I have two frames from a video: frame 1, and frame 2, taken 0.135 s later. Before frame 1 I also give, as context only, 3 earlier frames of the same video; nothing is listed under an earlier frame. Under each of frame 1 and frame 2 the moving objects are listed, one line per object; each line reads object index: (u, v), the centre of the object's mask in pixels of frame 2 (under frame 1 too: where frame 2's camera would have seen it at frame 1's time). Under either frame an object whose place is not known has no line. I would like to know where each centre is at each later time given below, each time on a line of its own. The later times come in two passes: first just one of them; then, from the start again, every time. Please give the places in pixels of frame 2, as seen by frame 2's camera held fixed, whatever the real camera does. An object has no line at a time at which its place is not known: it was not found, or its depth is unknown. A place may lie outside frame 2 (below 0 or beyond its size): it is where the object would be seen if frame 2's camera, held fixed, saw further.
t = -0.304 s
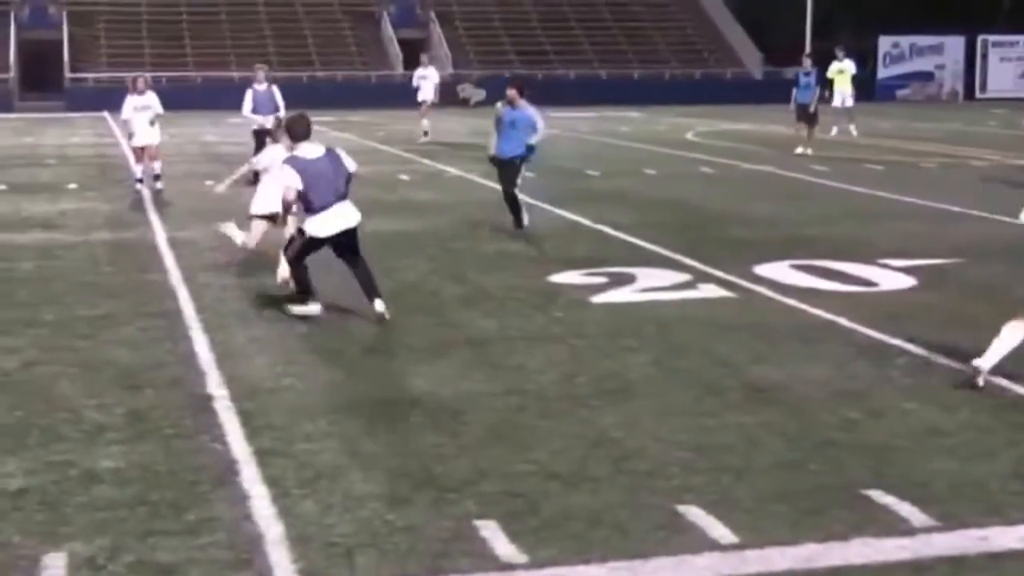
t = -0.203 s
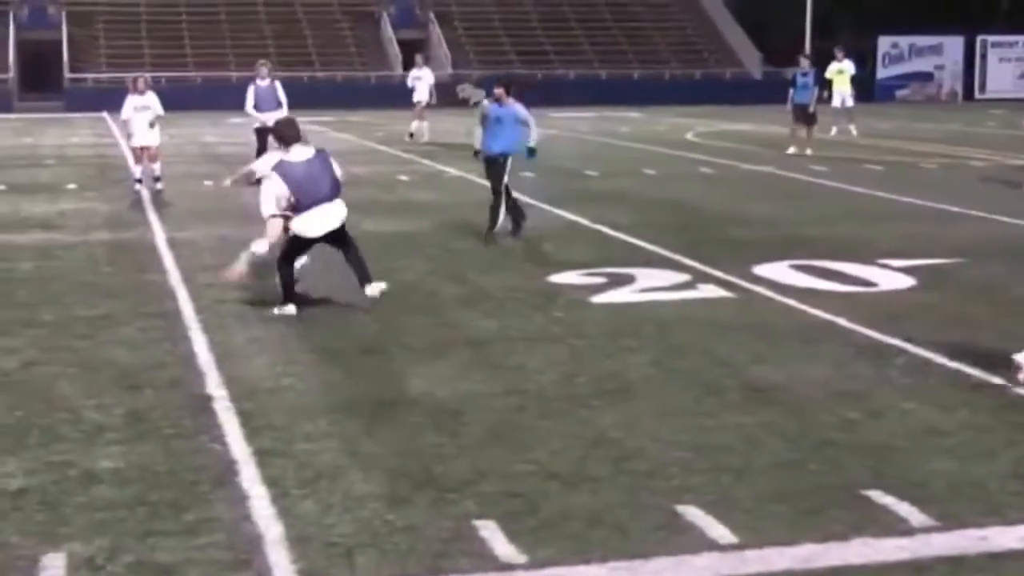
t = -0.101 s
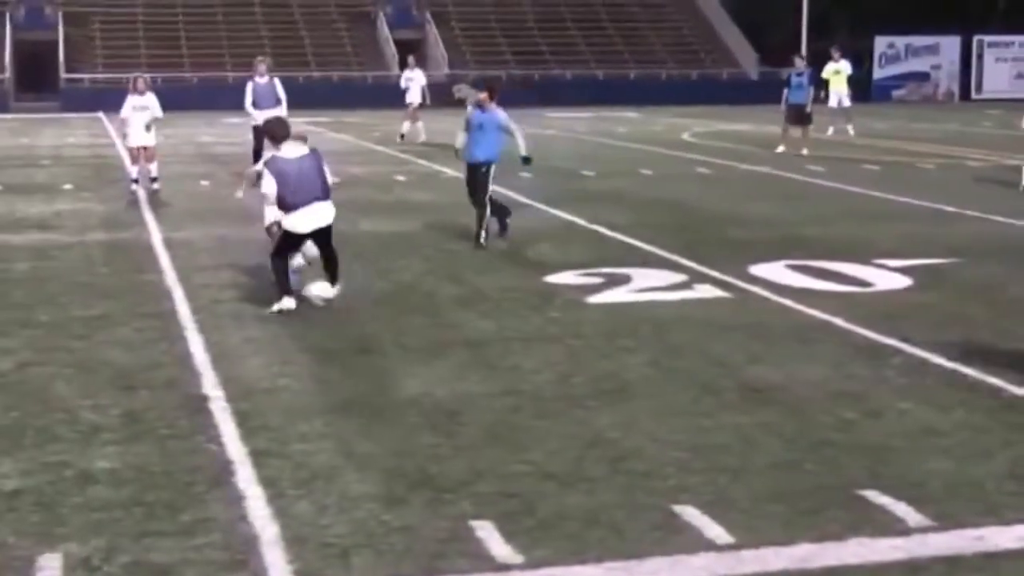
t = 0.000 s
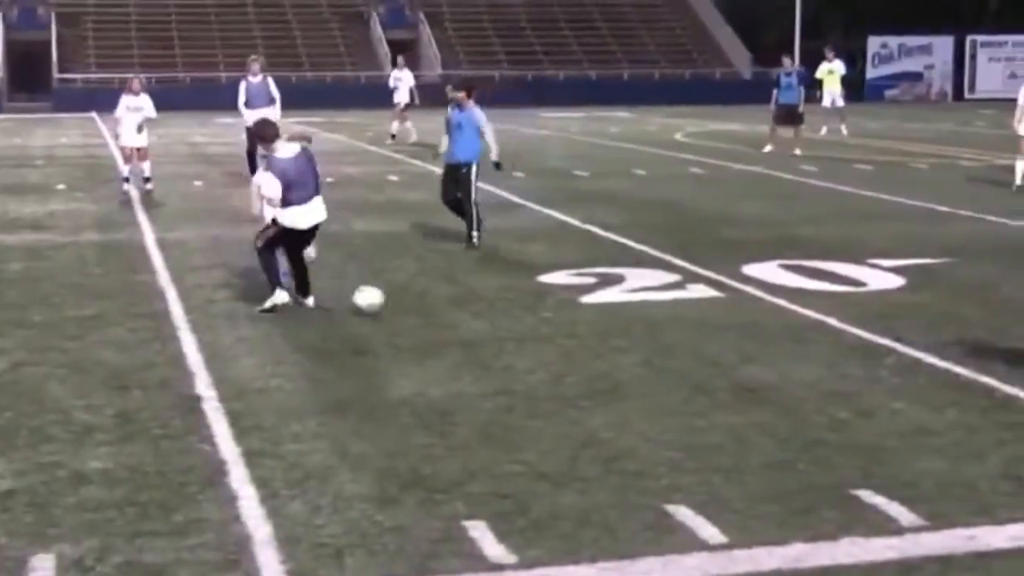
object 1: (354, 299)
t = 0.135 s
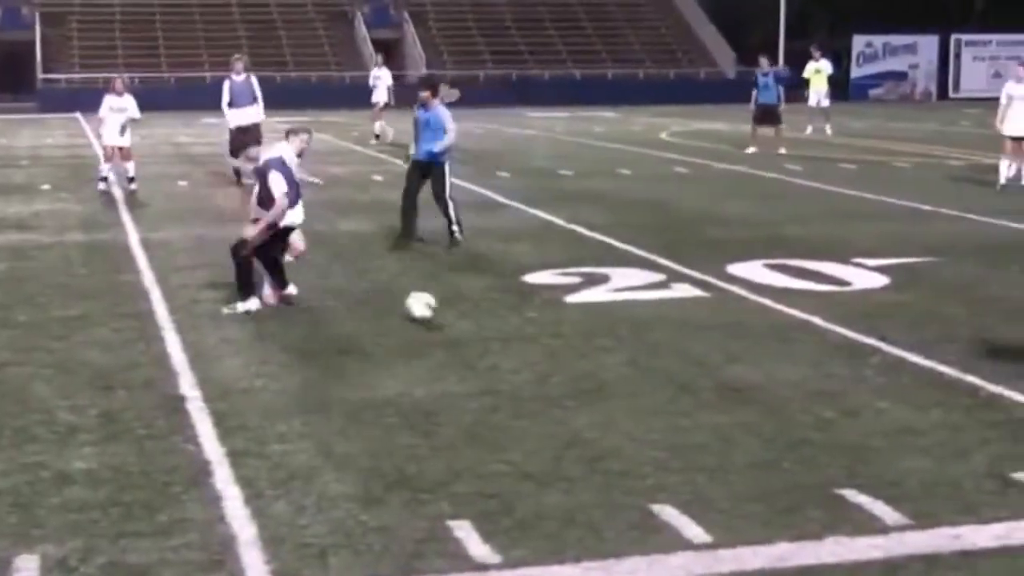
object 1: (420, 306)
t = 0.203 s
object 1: (452, 310)
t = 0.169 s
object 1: (437, 309)
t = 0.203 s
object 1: (452, 310)
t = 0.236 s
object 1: (467, 312)
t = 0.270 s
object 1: (480, 313)
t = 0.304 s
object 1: (493, 314)
